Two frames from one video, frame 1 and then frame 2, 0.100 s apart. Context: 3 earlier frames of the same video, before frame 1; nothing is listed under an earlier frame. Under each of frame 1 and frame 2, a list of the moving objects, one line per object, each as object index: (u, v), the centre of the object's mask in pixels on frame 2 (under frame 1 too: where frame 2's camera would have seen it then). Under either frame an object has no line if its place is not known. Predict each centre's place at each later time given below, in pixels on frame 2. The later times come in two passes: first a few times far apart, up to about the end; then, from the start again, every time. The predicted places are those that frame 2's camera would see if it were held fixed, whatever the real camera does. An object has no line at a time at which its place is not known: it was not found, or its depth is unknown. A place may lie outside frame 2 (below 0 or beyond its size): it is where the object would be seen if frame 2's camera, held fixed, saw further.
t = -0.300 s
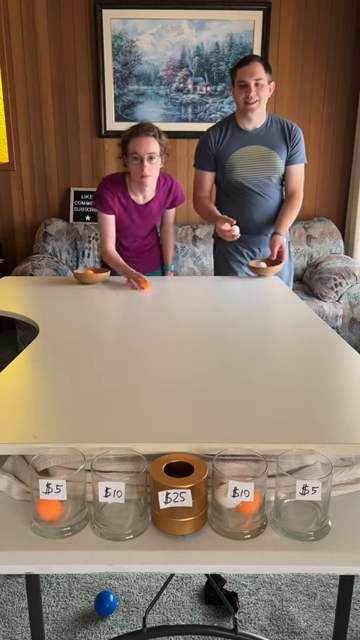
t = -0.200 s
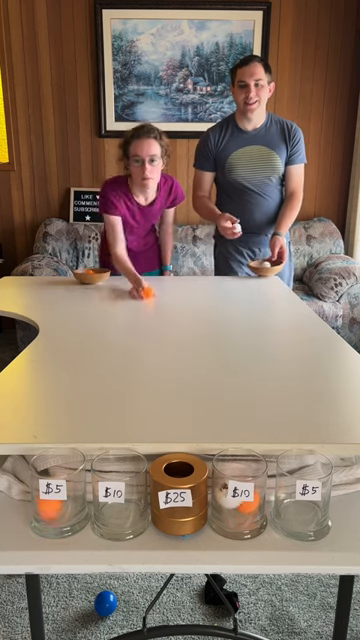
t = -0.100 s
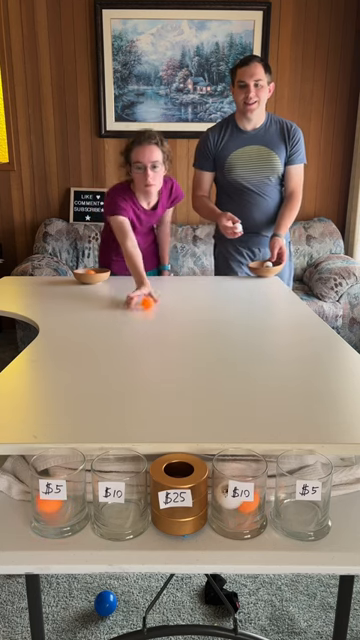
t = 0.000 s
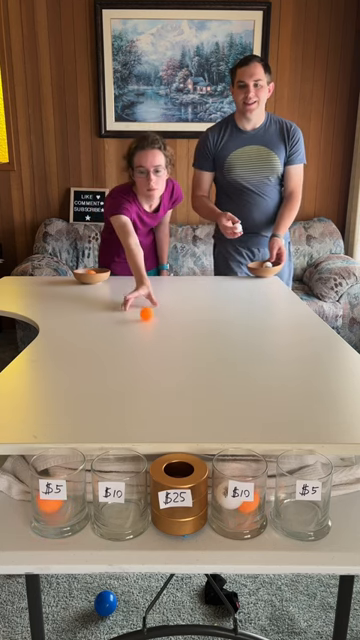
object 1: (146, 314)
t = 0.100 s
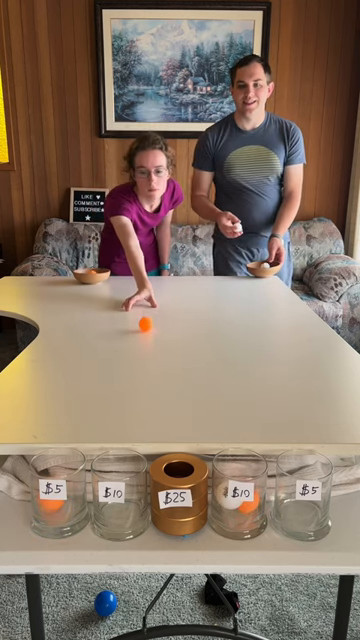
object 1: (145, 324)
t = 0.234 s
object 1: (143, 338)
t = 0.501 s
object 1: (136, 366)
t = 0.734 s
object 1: (124, 398)
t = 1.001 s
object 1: (103, 443)
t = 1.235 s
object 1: (124, 532)
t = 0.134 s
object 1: (145, 328)
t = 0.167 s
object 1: (144, 331)
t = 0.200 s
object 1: (143, 334)
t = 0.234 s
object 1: (143, 338)
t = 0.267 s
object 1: (142, 341)
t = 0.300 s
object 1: (142, 344)
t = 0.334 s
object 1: (141, 348)
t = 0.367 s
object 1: (140, 351)
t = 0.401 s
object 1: (139, 355)
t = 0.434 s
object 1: (138, 359)
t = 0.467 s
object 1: (137, 362)
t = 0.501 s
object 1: (136, 366)
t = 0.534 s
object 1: (135, 371)
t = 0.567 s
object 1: (133, 375)
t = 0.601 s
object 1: (131, 379)
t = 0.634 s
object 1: (130, 384)
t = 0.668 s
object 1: (128, 389)
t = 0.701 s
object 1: (126, 393)
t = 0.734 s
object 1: (124, 398)
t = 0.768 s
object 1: (122, 403)
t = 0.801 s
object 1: (120, 408)
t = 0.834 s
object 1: (117, 413)
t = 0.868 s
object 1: (115, 418)
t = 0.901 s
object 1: (112, 423)
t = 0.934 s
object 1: (109, 428)
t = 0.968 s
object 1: (106, 434)
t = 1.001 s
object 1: (103, 443)
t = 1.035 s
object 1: (100, 451)
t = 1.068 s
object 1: (101, 457)
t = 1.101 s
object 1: (107, 464)
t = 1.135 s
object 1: (110, 470)
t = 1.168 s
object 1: (115, 485)
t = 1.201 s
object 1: (119, 506)
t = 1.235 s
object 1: (124, 532)
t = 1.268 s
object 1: (128, 572)
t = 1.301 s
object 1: (133, 614)
